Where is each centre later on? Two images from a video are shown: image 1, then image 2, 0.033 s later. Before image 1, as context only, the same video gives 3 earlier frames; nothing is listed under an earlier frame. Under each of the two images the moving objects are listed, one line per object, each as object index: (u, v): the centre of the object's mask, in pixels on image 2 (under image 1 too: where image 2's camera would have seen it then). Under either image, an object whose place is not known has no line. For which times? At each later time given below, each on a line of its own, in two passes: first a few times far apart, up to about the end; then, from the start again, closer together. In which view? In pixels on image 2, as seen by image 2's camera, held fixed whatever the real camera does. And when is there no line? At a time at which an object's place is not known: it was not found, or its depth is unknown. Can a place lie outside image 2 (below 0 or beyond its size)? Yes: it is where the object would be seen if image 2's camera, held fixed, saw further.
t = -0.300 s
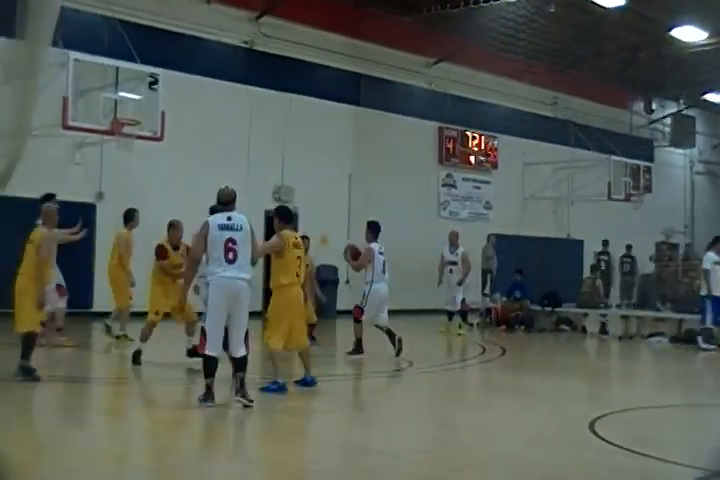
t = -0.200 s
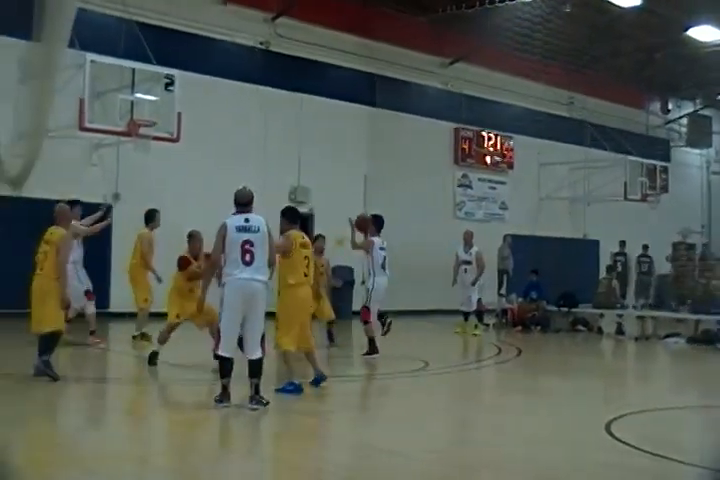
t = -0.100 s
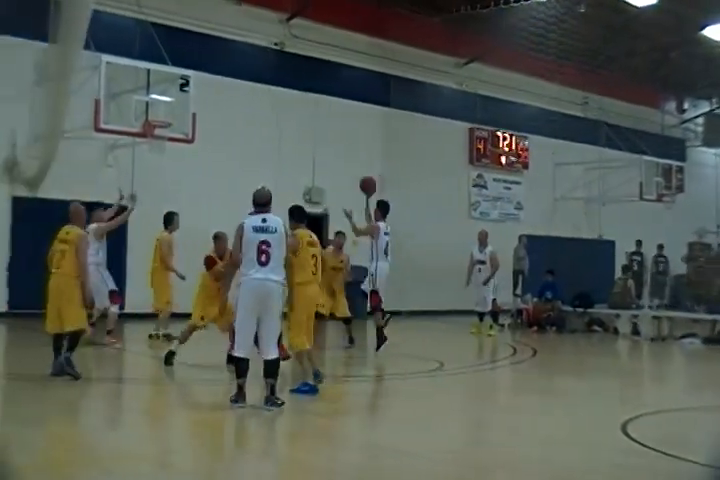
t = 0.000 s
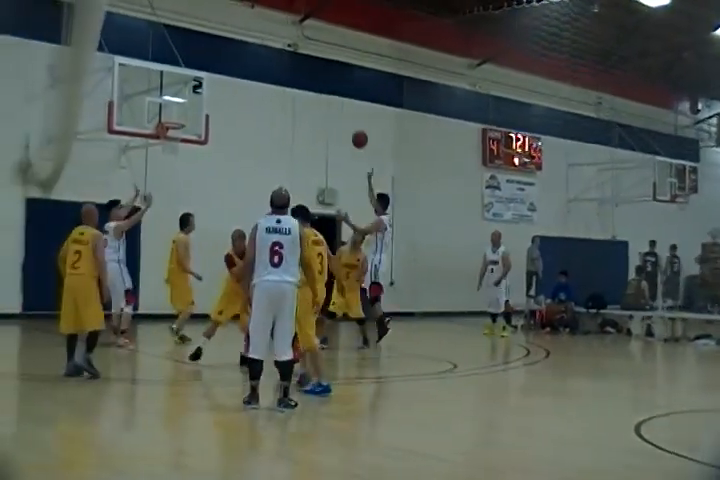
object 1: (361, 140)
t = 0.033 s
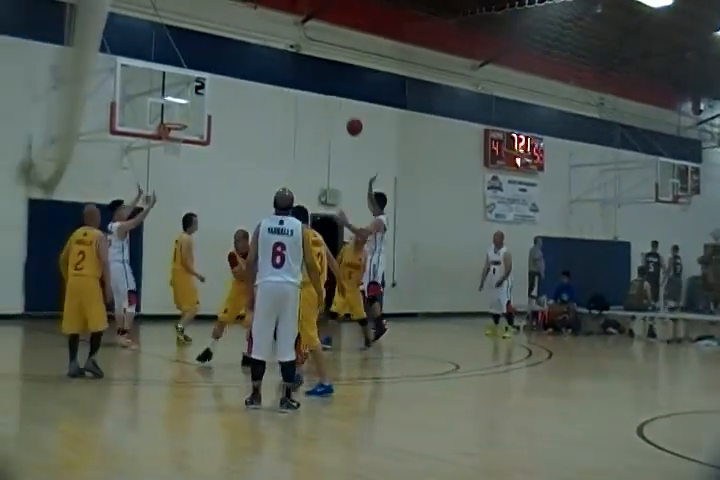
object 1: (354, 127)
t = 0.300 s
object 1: (299, 53)
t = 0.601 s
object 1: (240, 41)
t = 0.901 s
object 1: (190, 90)
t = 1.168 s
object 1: (177, 137)
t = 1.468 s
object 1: (176, 144)
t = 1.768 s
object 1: (161, 190)
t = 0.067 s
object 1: (347, 115)
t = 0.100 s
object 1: (340, 102)
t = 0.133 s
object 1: (332, 92)
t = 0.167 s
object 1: (327, 83)
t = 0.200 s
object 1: (319, 73)
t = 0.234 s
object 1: (313, 67)
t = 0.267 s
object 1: (305, 61)
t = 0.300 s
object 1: (299, 53)
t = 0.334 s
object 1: (292, 52)
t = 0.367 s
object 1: (286, 47)
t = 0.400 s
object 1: (280, 45)
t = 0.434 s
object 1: (273, 41)
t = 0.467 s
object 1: (267, 40)
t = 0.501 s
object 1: (260, 39)
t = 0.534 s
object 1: (254, 39)
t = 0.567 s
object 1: (249, 40)
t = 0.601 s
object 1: (240, 41)
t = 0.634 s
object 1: (236, 44)
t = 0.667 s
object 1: (230, 48)
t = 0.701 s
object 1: (223, 51)
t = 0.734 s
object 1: (218, 56)
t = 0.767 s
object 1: (213, 59)
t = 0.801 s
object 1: (206, 69)
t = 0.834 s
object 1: (202, 75)
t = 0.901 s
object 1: (190, 90)
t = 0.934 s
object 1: (184, 100)
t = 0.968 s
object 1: (178, 109)
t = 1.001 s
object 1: (173, 118)
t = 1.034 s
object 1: (167, 129)
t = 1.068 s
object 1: (170, 133)
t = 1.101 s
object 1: (173, 140)
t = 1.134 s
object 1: (176, 140)
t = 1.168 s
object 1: (177, 137)
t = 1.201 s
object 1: (177, 135)
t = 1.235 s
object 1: (176, 133)
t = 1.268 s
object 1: (181, 133)
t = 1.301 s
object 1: (179, 133)
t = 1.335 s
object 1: (179, 134)
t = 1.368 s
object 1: (179, 137)
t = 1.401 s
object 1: (178, 140)
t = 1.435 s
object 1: (177, 142)
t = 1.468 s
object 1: (176, 144)
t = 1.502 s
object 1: (175, 147)
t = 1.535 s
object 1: (173, 150)
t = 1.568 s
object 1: (172, 154)
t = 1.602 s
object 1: (170, 160)
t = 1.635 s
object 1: (168, 163)
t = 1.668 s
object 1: (167, 169)
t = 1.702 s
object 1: (165, 175)
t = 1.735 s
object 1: (163, 182)
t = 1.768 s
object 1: (161, 190)
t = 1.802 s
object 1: (160, 198)
